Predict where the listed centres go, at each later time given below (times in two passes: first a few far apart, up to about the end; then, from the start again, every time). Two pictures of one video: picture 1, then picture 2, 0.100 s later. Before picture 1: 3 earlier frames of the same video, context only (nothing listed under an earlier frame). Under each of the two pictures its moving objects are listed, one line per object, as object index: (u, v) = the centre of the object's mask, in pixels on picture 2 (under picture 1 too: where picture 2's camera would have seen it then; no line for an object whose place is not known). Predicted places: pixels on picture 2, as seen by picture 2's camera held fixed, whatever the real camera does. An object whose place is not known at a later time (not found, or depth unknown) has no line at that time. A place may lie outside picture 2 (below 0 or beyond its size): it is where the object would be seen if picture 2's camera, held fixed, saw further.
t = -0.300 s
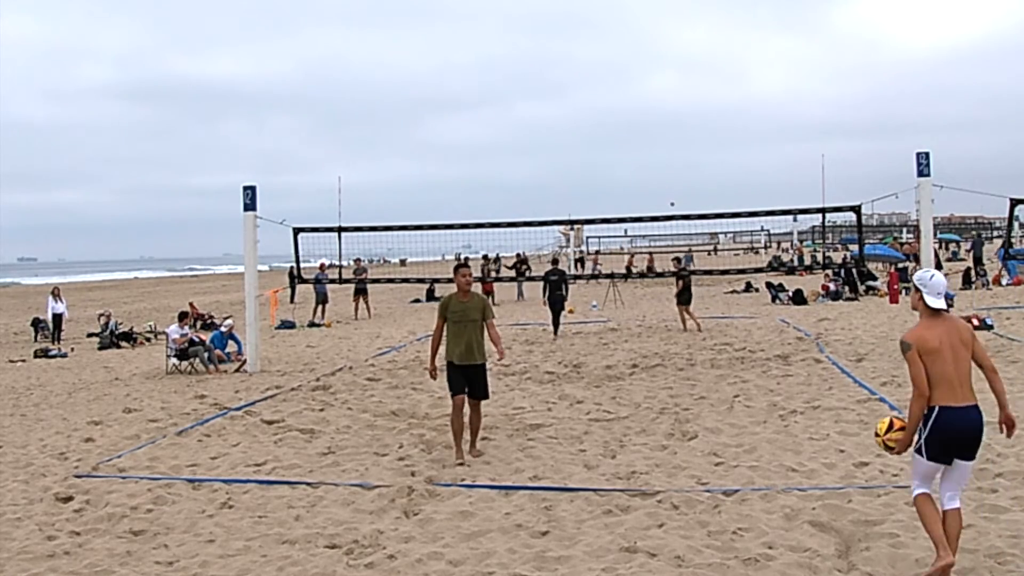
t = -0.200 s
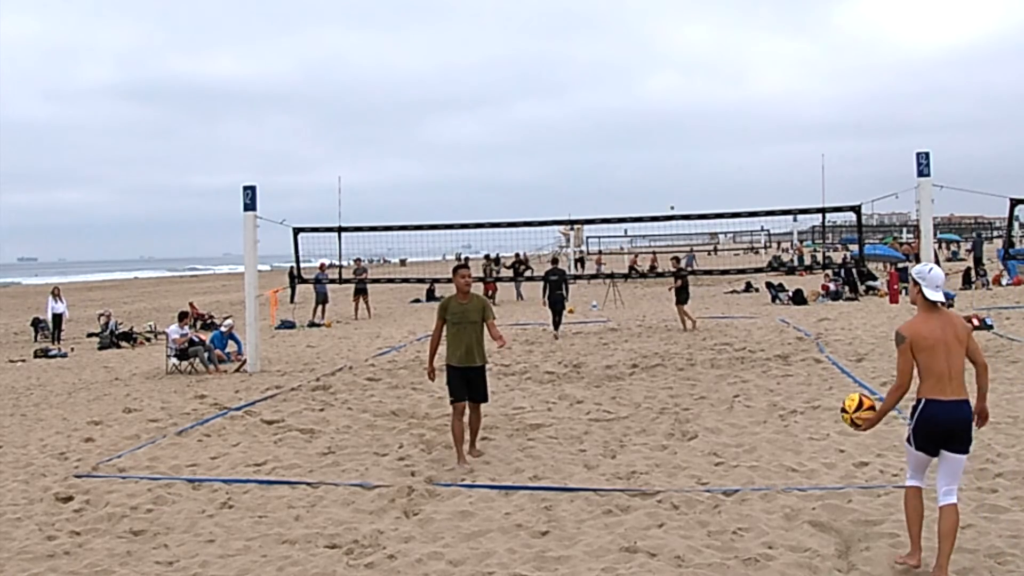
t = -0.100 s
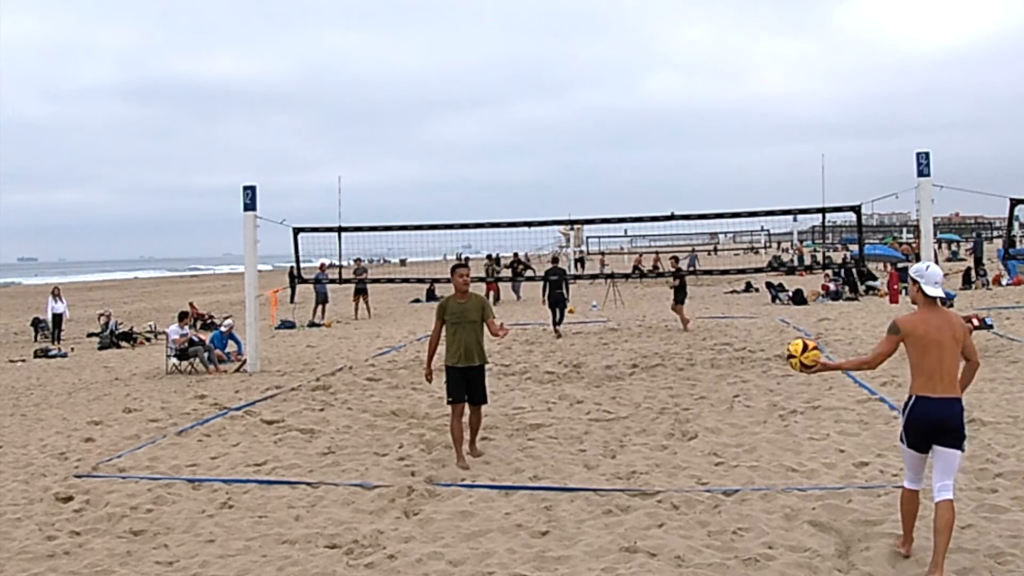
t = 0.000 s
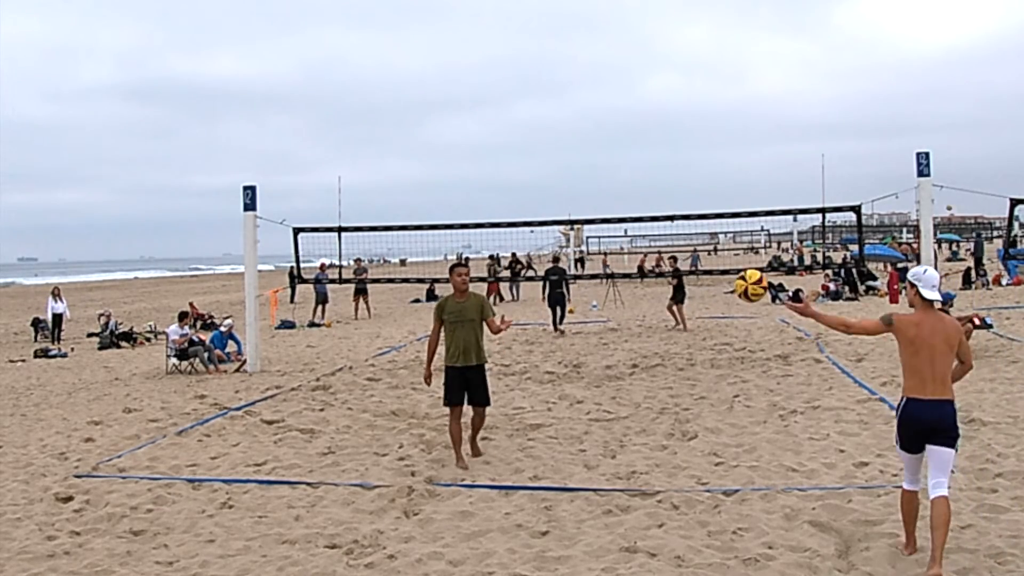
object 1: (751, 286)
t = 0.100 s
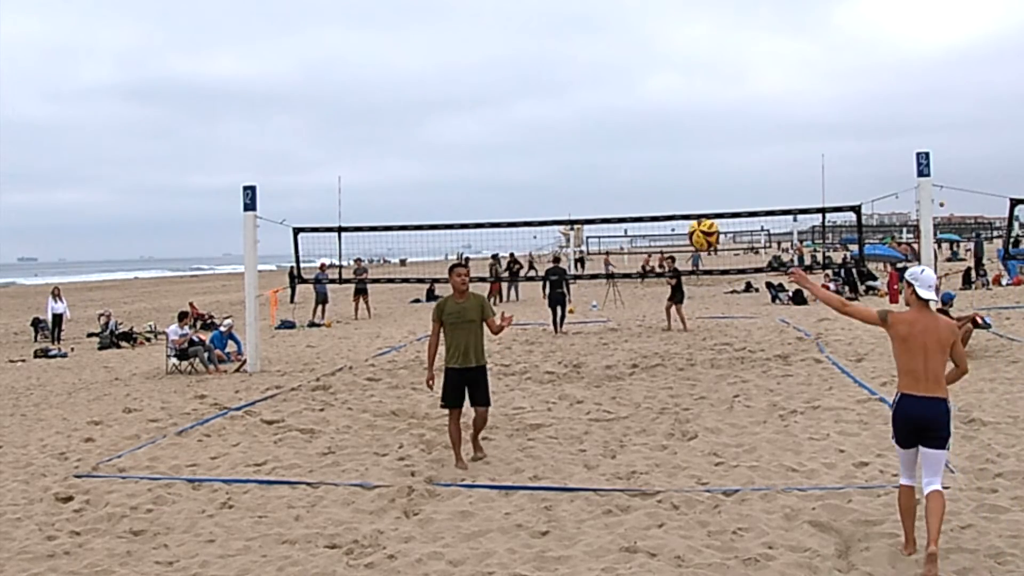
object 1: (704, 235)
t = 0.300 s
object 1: (620, 185)
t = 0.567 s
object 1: (534, 209)
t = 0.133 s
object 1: (688, 221)
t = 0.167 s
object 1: (674, 210)
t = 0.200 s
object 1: (660, 201)
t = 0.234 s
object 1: (646, 194)
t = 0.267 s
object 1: (632, 189)
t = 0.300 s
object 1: (620, 185)
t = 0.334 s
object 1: (608, 183)
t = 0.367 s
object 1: (596, 183)
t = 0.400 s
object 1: (585, 184)
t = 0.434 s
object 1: (574, 186)
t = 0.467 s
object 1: (563, 190)
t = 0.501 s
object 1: (553, 195)
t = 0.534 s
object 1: (543, 201)
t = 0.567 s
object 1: (534, 209)
